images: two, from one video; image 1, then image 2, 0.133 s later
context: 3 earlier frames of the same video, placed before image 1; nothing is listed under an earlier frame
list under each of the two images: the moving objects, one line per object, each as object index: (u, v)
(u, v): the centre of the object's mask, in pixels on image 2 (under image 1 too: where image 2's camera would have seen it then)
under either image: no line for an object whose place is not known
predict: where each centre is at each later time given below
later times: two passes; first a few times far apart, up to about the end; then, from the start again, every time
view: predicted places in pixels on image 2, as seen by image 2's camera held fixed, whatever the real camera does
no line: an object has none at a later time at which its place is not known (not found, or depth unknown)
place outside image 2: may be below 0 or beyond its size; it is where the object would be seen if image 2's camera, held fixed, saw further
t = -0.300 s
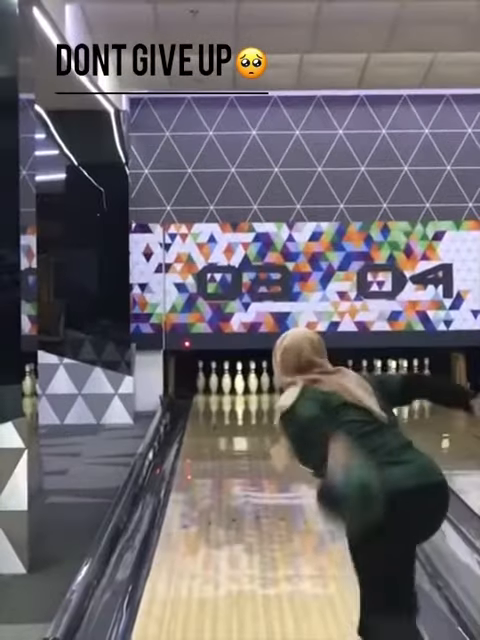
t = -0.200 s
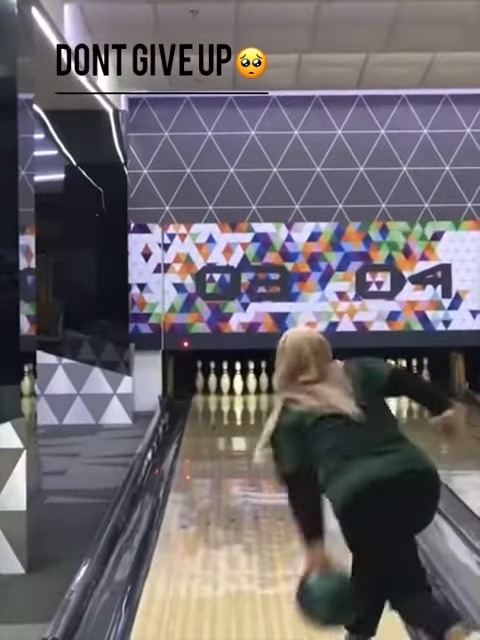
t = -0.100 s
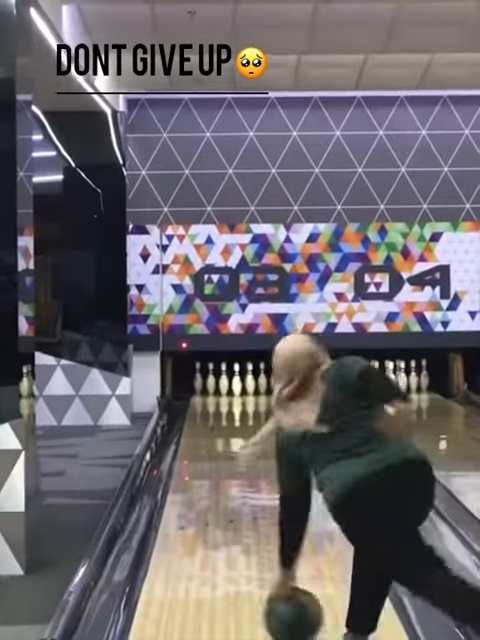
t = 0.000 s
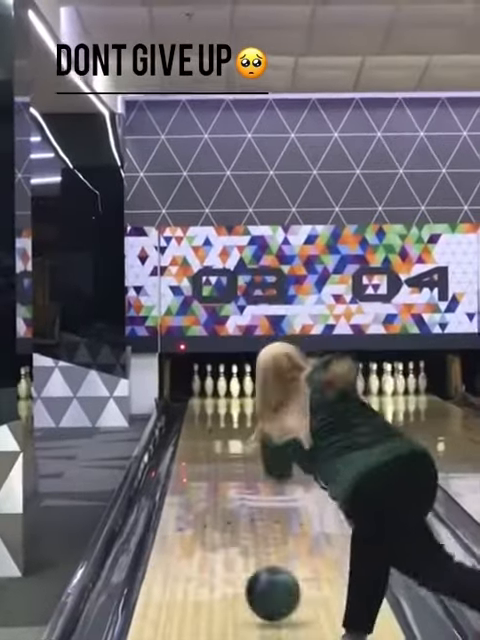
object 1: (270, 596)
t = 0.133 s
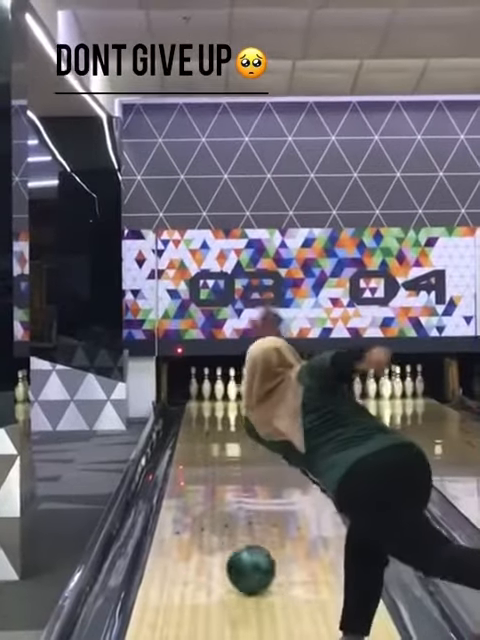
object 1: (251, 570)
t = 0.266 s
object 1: (236, 545)
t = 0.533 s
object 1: (215, 506)
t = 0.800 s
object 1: (202, 478)
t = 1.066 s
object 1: (194, 455)
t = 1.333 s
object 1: (189, 441)
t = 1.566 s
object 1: (189, 429)
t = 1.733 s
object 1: (191, 421)
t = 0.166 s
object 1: (247, 563)
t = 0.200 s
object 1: (243, 557)
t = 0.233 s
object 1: (239, 550)
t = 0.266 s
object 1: (236, 545)
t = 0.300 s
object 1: (233, 539)
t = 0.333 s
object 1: (230, 534)
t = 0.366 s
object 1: (227, 528)
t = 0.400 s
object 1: (225, 524)
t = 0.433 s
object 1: (222, 519)
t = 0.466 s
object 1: (220, 514)
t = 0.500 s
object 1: (218, 510)
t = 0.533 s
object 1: (215, 506)
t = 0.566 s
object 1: (213, 502)
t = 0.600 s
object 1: (212, 498)
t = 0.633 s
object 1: (210, 494)
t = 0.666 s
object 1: (208, 490)
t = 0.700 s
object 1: (207, 487)
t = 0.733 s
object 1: (205, 484)
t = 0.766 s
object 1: (204, 481)
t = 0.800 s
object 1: (202, 478)
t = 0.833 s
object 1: (201, 475)
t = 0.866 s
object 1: (200, 471)
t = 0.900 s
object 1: (199, 468)
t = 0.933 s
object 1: (198, 466)
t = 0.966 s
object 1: (197, 462)
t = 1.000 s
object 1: (196, 460)
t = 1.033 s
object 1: (195, 458)
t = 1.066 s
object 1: (194, 455)
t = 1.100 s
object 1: (193, 454)
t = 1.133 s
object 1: (192, 451)
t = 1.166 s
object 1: (192, 449)
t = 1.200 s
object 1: (191, 448)
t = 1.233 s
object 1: (191, 445)
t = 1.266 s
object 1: (190, 443)
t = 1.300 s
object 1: (191, 442)
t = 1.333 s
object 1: (189, 441)
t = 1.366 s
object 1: (189, 439)
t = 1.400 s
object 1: (189, 436)
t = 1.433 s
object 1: (189, 433)
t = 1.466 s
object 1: (189, 432)
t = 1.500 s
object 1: (190, 430)
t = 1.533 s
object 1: (189, 430)
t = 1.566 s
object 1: (189, 429)
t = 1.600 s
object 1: (188, 428)
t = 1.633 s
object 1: (189, 426)
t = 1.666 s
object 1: (190, 423)
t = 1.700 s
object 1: (192, 422)
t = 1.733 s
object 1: (191, 421)
